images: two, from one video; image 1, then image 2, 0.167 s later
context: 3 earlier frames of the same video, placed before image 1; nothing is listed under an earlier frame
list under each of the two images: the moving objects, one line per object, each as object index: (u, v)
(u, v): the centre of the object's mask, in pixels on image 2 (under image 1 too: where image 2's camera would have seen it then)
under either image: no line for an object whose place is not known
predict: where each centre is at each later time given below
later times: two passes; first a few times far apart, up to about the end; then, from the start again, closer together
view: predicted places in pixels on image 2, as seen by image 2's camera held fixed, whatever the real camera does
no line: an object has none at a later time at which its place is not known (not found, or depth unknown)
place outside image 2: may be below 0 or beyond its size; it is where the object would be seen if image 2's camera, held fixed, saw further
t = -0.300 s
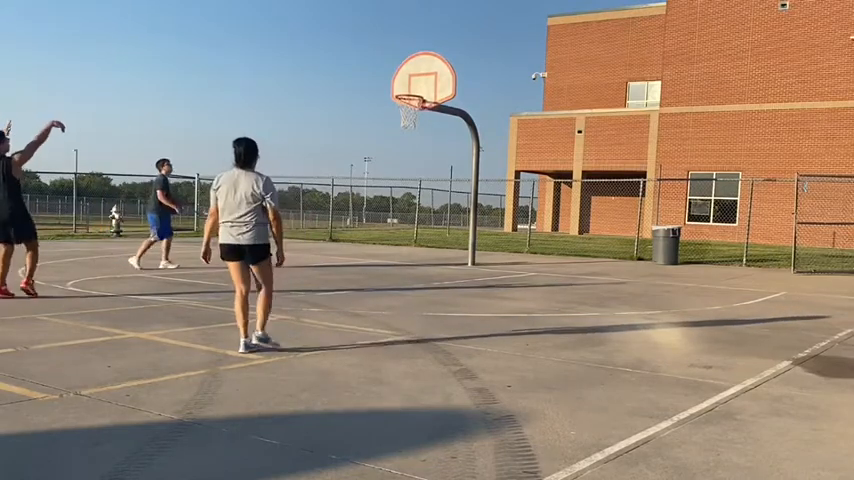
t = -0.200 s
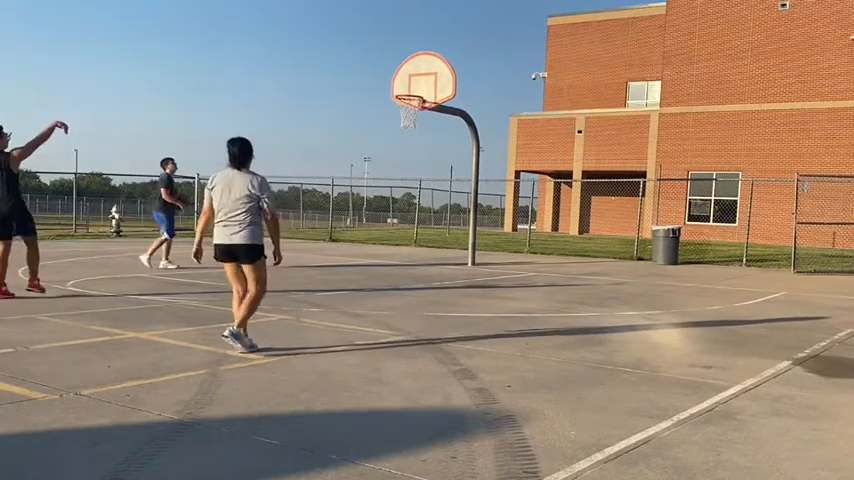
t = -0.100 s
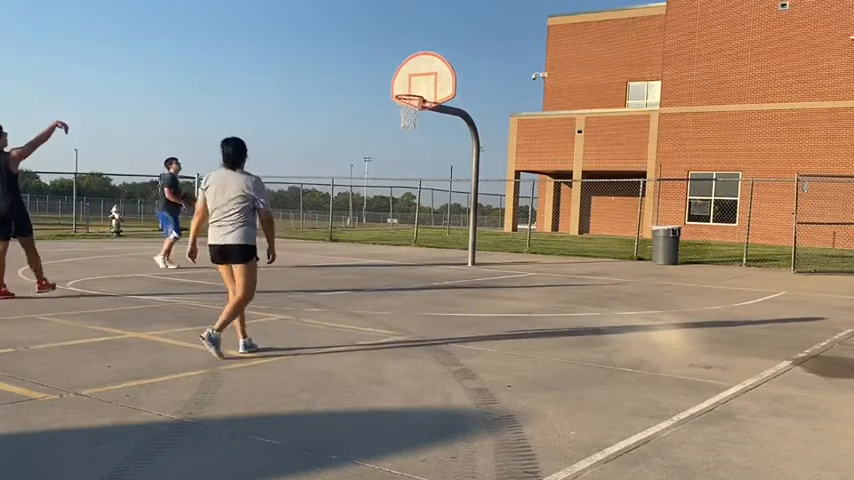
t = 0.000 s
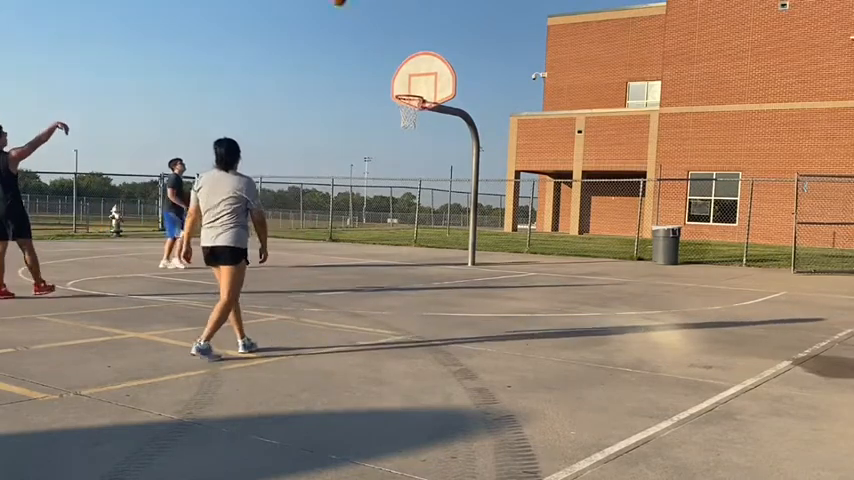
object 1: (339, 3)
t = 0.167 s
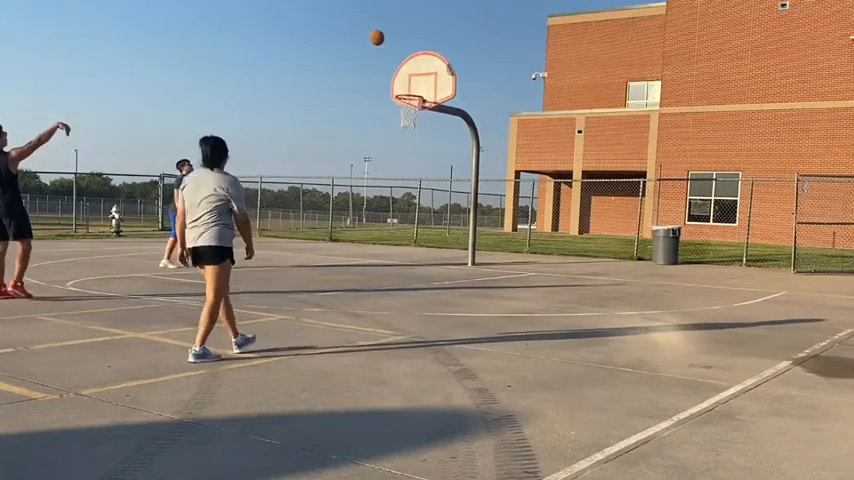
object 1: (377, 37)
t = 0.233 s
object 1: (391, 57)
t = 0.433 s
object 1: (404, 117)
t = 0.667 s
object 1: (393, 132)
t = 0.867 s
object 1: (386, 167)
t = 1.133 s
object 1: (375, 249)
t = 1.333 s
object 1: (376, 226)
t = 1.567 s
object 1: (383, 187)
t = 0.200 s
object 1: (384, 47)
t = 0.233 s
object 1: (391, 57)
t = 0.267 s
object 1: (398, 67)
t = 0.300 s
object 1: (404, 78)
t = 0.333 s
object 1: (410, 88)
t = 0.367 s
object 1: (417, 101)
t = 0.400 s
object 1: (411, 108)
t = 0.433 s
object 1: (404, 117)
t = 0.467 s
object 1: (401, 120)
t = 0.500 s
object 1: (398, 122)
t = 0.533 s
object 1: (397, 122)
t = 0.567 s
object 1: (396, 123)
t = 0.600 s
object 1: (396, 126)
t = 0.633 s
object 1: (394, 129)
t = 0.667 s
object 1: (393, 132)
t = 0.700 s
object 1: (392, 136)
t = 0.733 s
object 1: (391, 142)
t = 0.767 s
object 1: (390, 147)
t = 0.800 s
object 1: (389, 153)
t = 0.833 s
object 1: (387, 160)
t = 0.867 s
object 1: (386, 167)
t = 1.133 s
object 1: (375, 249)
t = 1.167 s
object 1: (373, 263)
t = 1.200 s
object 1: (373, 263)
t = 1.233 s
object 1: (375, 252)
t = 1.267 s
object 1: (375, 242)
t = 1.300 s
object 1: (375, 234)
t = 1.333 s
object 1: (376, 226)
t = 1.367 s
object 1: (376, 218)
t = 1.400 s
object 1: (377, 211)
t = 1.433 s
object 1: (378, 206)
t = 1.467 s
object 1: (378, 200)
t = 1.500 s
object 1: (380, 195)
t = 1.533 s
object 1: (382, 191)
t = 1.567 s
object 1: (383, 187)
